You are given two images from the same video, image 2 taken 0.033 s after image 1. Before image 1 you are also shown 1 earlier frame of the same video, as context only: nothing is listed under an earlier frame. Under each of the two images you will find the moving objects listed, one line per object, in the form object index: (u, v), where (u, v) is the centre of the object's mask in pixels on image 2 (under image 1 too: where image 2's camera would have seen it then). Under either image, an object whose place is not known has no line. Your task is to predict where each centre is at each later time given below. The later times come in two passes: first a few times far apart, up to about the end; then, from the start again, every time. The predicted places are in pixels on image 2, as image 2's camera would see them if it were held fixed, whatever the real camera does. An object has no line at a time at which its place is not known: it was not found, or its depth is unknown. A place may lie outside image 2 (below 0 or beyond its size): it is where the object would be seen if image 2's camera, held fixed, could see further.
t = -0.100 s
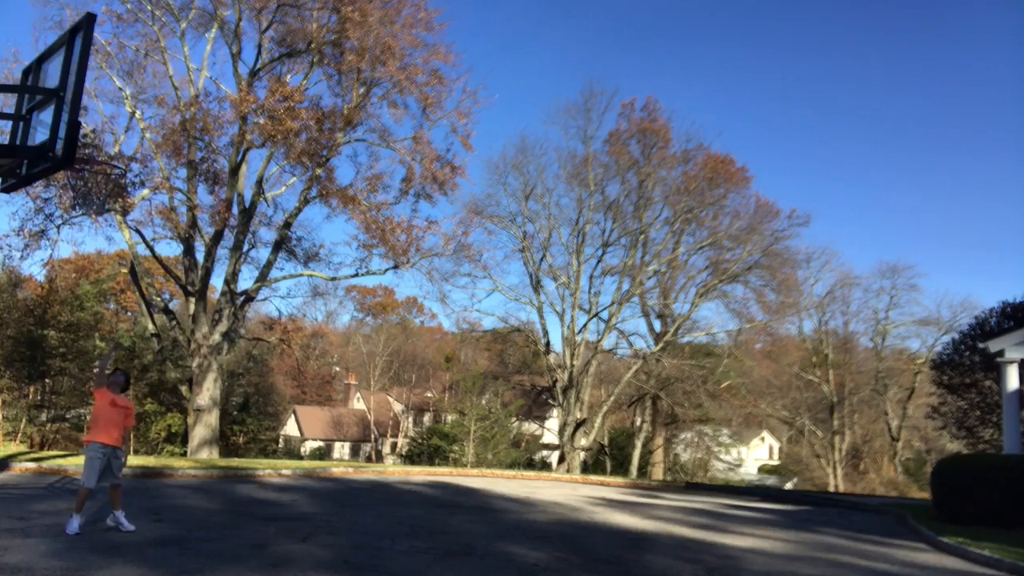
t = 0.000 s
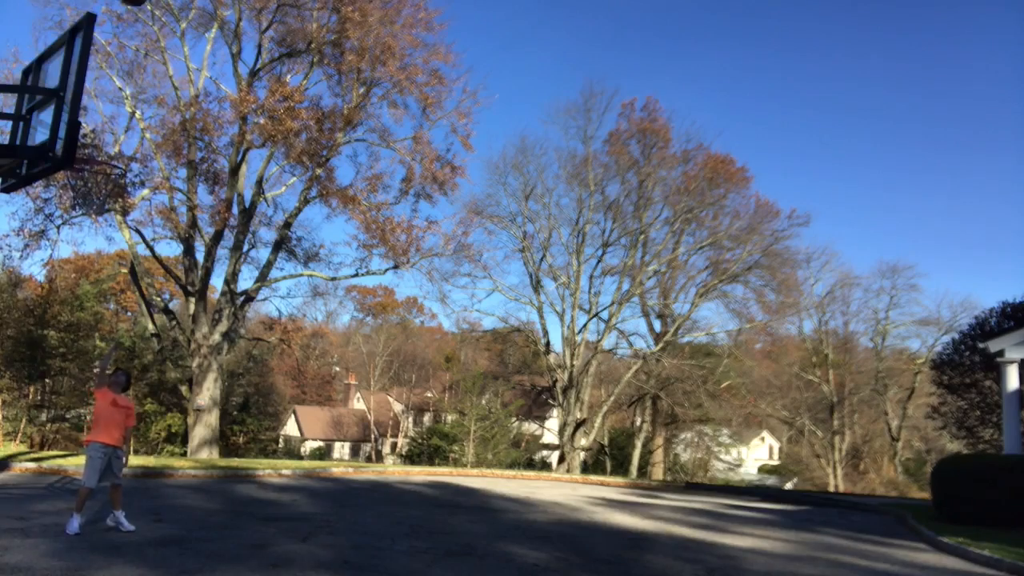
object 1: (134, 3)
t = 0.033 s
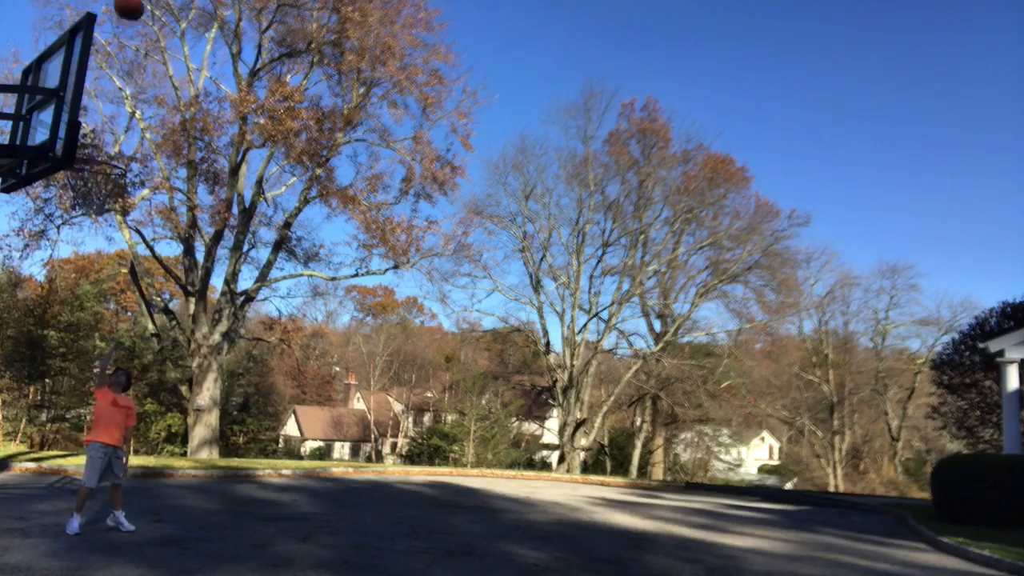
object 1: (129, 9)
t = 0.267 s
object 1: (96, 141)
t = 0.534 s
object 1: (67, 311)
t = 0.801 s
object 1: (36, 532)
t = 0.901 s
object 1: (51, 457)
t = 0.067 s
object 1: (125, 21)
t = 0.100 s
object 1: (121, 38)
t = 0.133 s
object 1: (117, 55)
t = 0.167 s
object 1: (112, 74)
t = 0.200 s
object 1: (107, 95)
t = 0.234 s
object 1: (102, 117)
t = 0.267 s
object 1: (96, 141)
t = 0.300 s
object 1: (91, 166)
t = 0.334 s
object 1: (85, 192)
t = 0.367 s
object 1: (83, 208)
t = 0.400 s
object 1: (80, 226)
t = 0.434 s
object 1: (77, 246)
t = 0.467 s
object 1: (74, 266)
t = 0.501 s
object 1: (70, 288)
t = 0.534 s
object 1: (67, 311)
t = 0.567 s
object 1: (63, 336)
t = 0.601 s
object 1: (60, 364)
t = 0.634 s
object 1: (56, 392)
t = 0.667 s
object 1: (52, 422)
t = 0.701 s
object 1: (47, 452)
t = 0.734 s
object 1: (42, 485)
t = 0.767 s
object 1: (37, 520)
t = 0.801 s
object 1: (36, 532)
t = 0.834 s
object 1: (41, 505)
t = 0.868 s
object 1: (46, 479)
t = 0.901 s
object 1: (51, 457)
